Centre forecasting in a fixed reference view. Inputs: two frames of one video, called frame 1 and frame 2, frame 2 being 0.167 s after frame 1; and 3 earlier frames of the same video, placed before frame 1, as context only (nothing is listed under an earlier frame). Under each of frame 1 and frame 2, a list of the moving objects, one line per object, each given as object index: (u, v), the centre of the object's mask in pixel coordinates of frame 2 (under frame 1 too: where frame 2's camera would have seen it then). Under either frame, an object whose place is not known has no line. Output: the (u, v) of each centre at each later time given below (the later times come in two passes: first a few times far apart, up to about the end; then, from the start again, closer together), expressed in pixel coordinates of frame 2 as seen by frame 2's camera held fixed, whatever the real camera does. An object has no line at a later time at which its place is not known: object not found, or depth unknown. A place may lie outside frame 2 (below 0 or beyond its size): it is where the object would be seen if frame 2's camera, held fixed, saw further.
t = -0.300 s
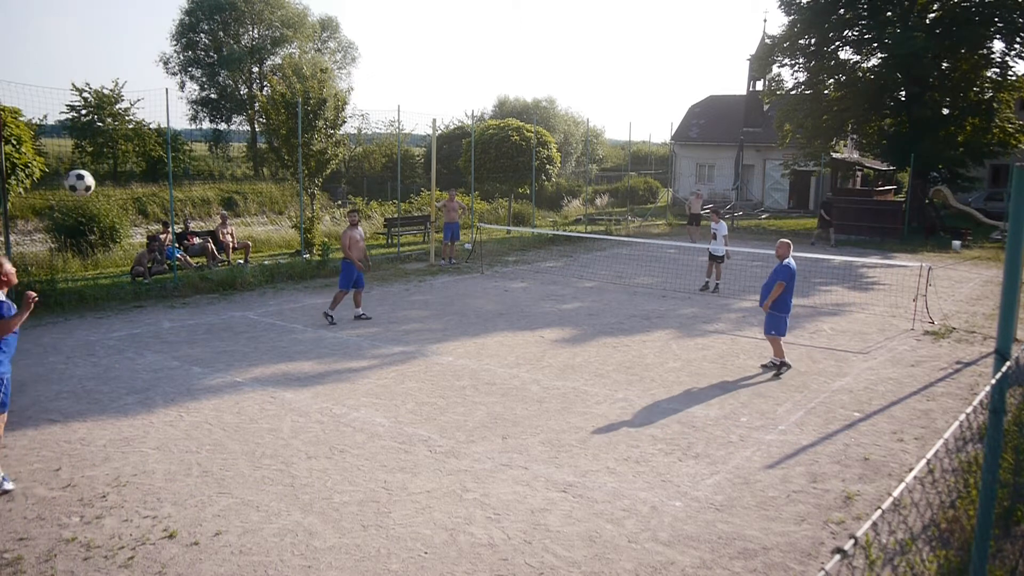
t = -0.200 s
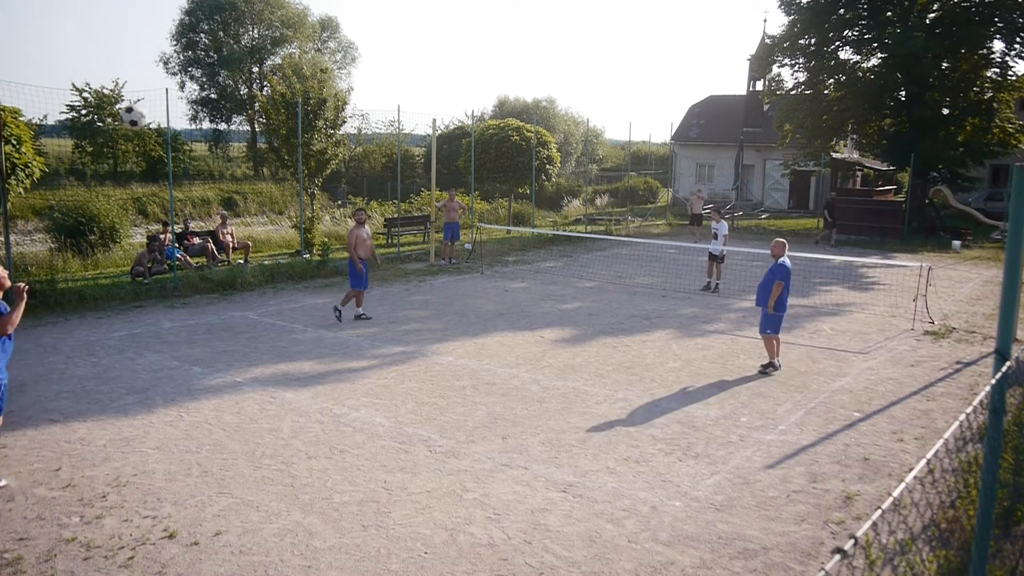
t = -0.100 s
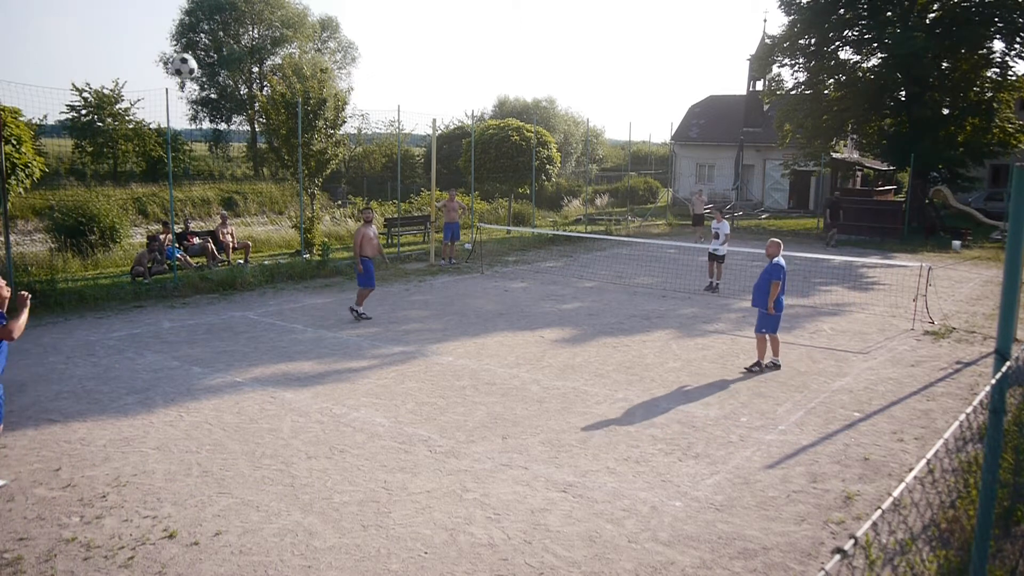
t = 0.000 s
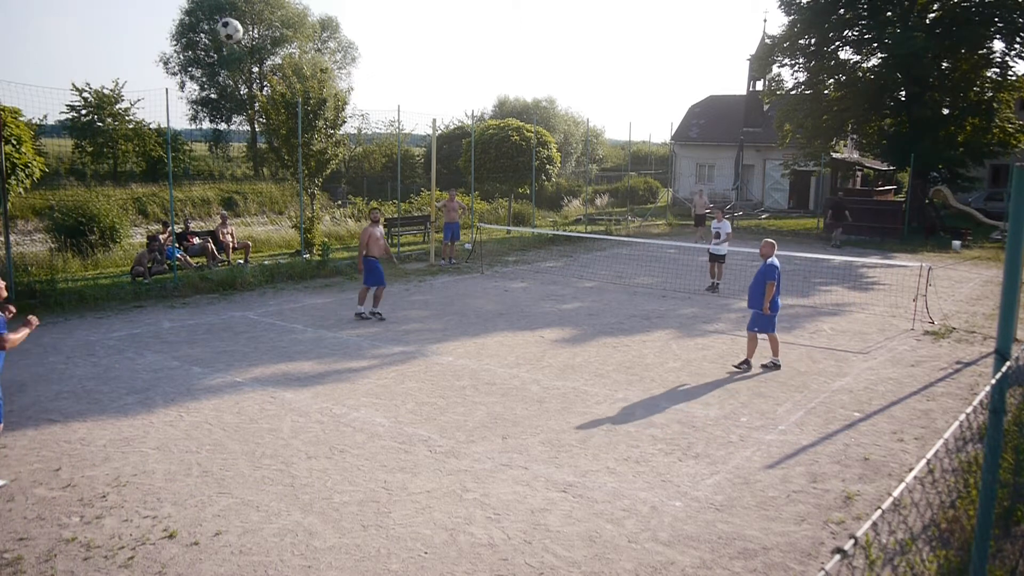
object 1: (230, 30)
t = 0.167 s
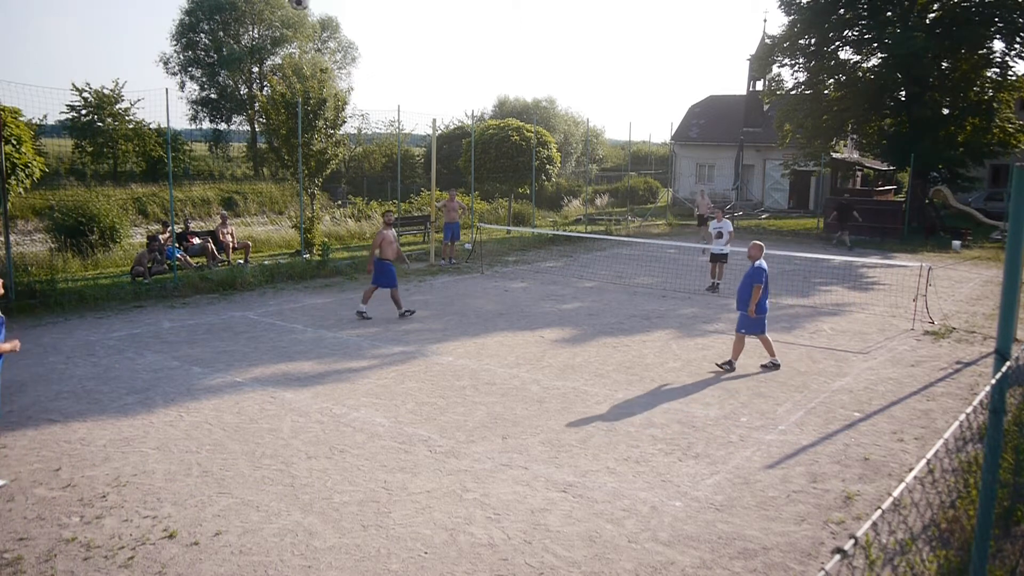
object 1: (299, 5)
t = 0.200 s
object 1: (311, 3)
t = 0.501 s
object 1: (411, 22)
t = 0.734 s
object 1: (473, 91)
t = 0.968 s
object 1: (523, 189)
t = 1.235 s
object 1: (566, 325)
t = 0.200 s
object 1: (311, 3)
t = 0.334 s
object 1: (359, 4)
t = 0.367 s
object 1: (370, 5)
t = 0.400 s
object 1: (380, 7)
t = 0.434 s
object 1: (391, 10)
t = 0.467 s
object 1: (401, 15)
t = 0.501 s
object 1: (411, 22)
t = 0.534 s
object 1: (421, 30)
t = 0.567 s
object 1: (430, 38)
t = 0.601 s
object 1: (439, 47)
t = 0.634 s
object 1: (448, 57)
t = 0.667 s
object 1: (456, 68)
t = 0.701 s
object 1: (465, 79)
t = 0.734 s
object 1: (473, 91)
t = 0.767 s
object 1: (481, 104)
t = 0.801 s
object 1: (488, 115)
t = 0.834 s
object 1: (496, 130)
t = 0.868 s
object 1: (503, 144)
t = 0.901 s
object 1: (510, 159)
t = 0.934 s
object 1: (517, 174)
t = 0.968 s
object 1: (523, 189)
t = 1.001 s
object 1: (529, 205)
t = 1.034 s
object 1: (535, 221)
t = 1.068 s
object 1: (540, 239)
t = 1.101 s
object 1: (547, 255)
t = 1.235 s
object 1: (566, 325)
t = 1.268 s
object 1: (570, 335)
